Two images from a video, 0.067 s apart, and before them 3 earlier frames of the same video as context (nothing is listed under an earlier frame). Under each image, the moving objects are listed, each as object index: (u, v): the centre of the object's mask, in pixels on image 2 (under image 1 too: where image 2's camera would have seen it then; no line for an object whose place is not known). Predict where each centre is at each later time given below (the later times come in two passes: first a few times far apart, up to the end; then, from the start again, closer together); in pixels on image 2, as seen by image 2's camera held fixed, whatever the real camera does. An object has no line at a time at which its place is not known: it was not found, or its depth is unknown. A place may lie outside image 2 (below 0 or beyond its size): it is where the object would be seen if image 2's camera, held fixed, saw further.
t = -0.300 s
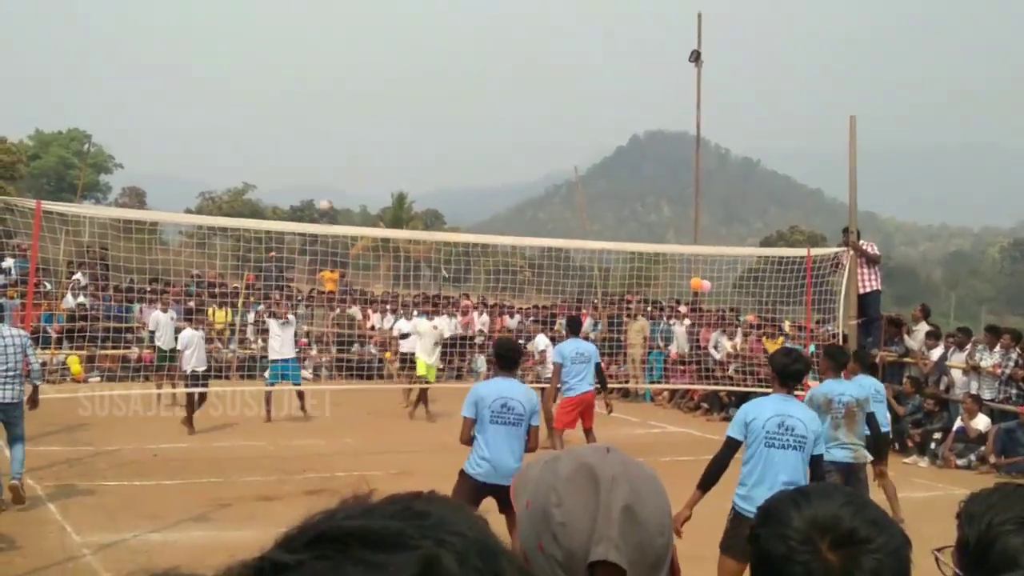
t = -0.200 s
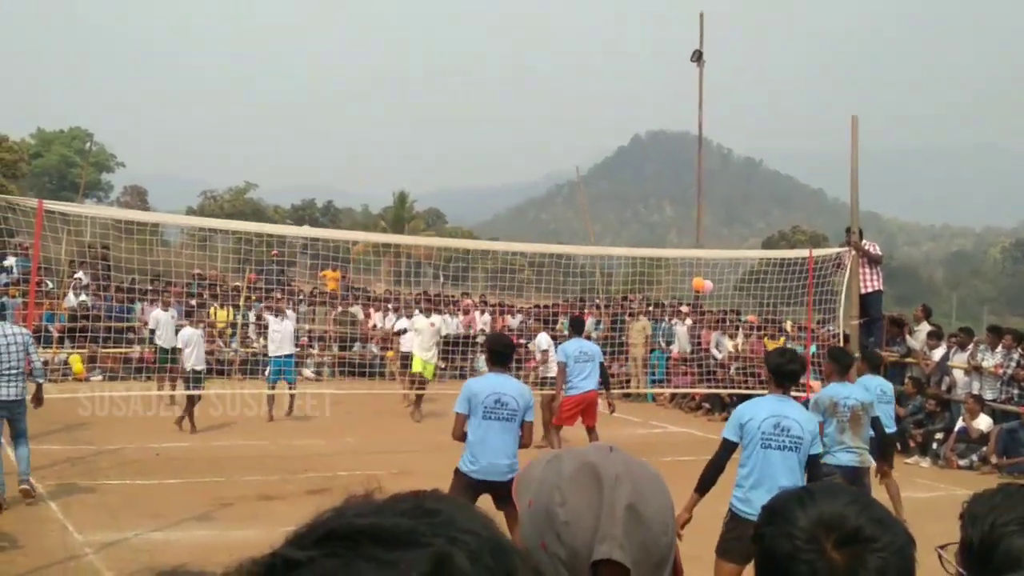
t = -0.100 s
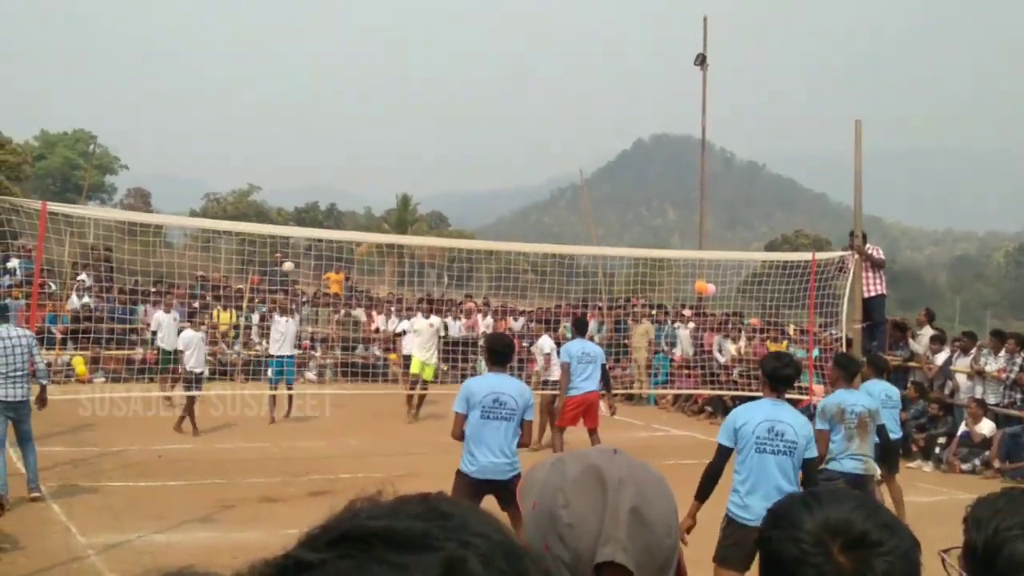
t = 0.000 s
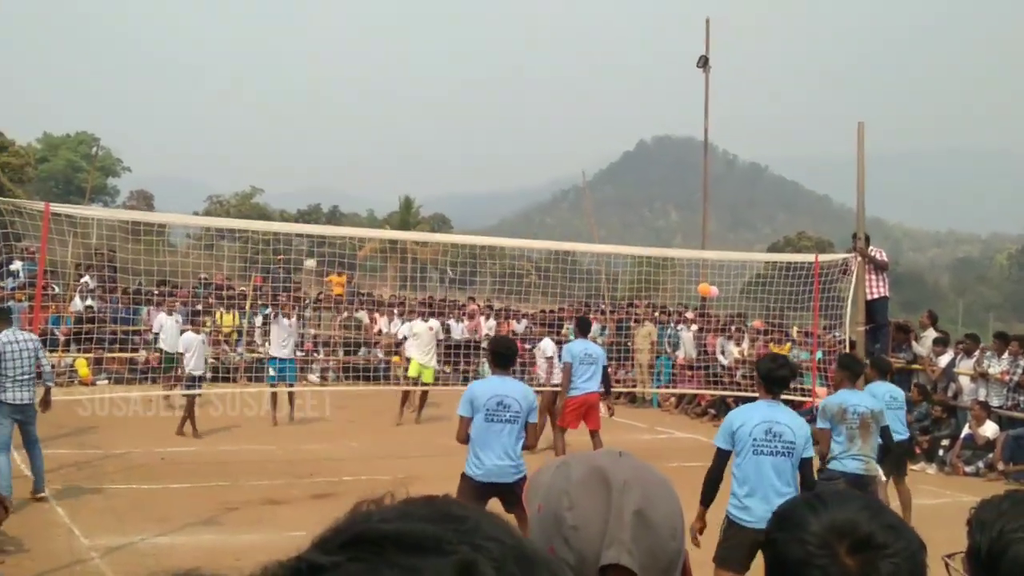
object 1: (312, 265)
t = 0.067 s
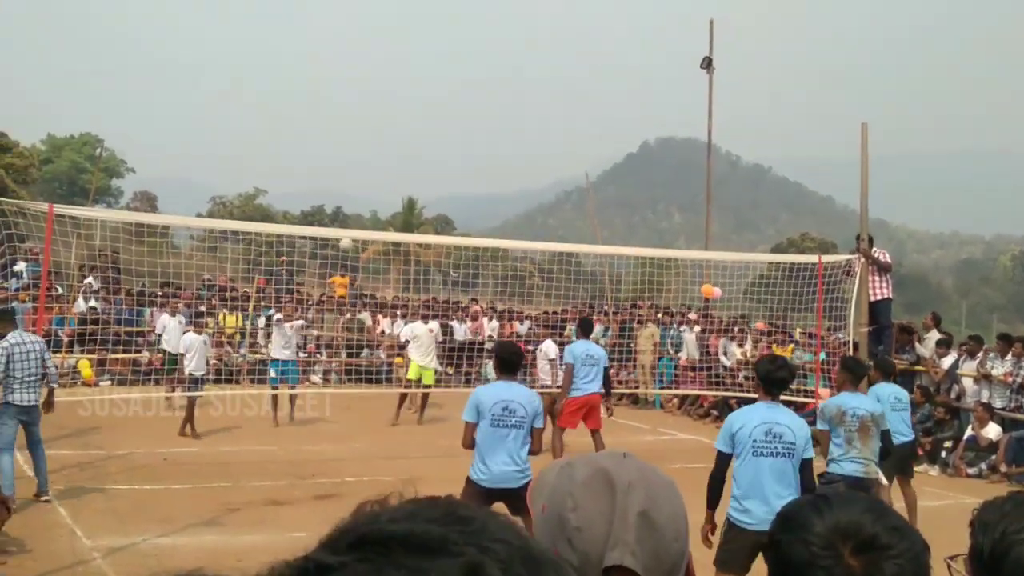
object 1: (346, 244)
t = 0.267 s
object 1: (458, 196)
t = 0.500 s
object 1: (621, 170)
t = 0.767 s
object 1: (878, 216)
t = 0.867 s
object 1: (1002, 260)
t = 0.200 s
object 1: (417, 208)
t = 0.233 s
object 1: (437, 202)
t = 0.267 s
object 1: (458, 196)
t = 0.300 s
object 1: (479, 190)
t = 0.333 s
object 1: (500, 184)
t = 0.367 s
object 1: (522, 180)
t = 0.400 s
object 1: (545, 176)
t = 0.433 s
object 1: (570, 173)
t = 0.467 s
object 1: (595, 172)
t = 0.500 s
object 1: (621, 170)
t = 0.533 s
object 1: (649, 172)
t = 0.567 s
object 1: (677, 174)
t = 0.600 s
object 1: (707, 177)
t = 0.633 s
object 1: (739, 181)
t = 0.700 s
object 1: (804, 195)
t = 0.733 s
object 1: (840, 204)
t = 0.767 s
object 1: (878, 216)
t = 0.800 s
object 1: (918, 228)
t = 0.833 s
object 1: (959, 243)
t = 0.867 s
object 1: (1002, 260)
